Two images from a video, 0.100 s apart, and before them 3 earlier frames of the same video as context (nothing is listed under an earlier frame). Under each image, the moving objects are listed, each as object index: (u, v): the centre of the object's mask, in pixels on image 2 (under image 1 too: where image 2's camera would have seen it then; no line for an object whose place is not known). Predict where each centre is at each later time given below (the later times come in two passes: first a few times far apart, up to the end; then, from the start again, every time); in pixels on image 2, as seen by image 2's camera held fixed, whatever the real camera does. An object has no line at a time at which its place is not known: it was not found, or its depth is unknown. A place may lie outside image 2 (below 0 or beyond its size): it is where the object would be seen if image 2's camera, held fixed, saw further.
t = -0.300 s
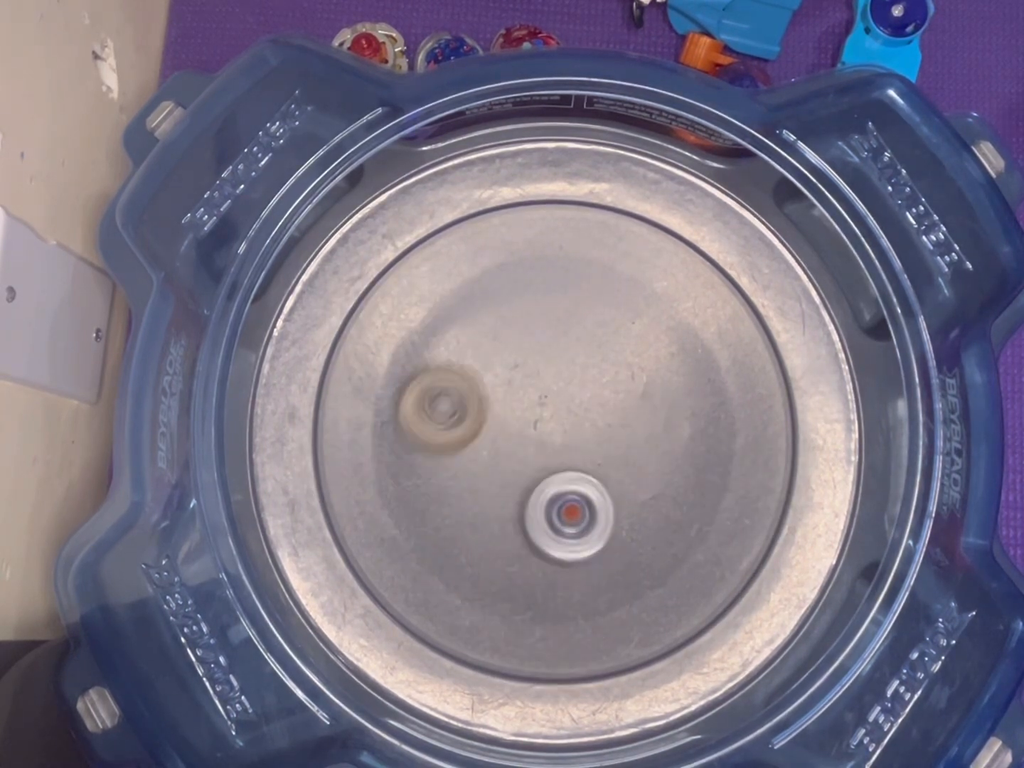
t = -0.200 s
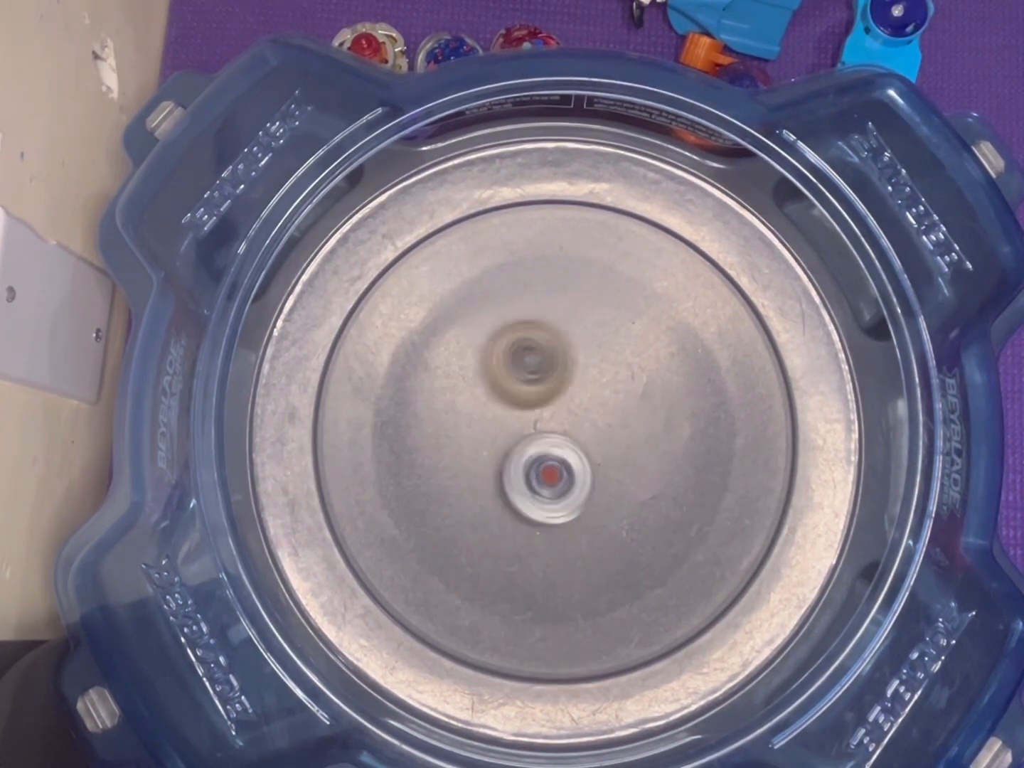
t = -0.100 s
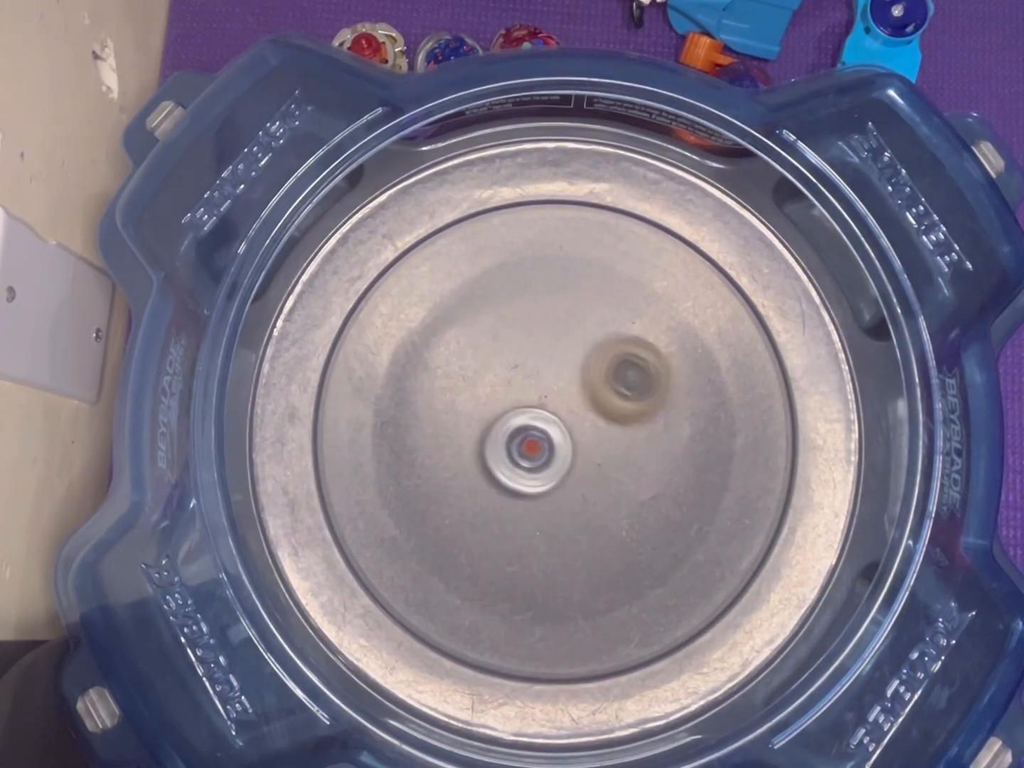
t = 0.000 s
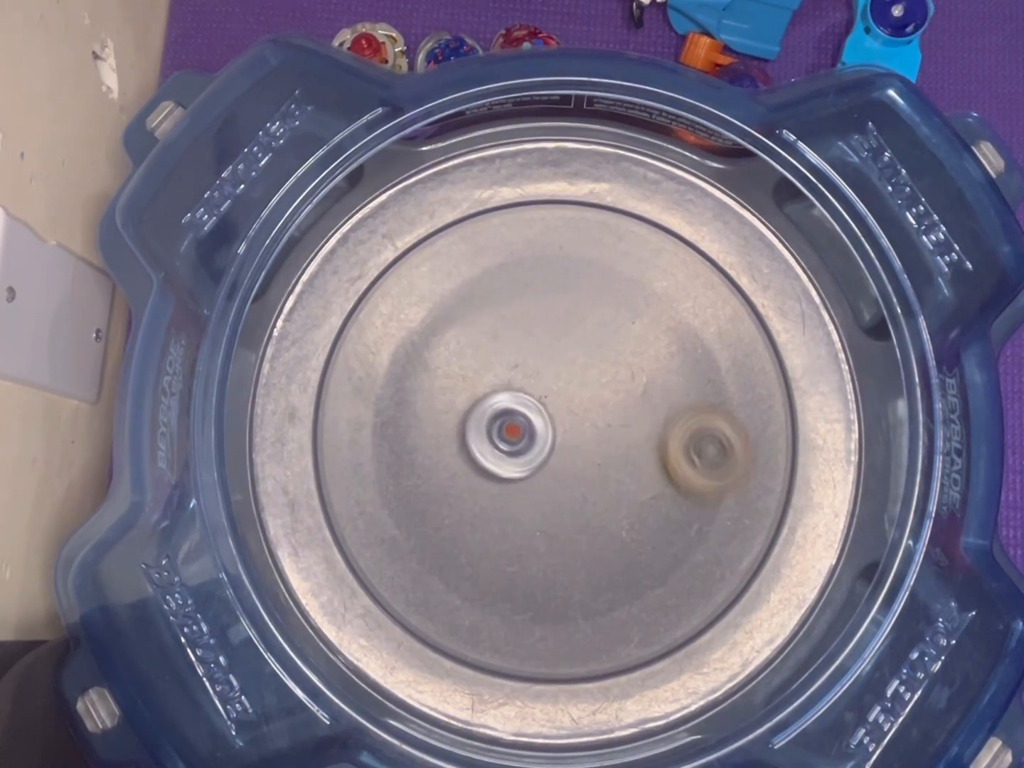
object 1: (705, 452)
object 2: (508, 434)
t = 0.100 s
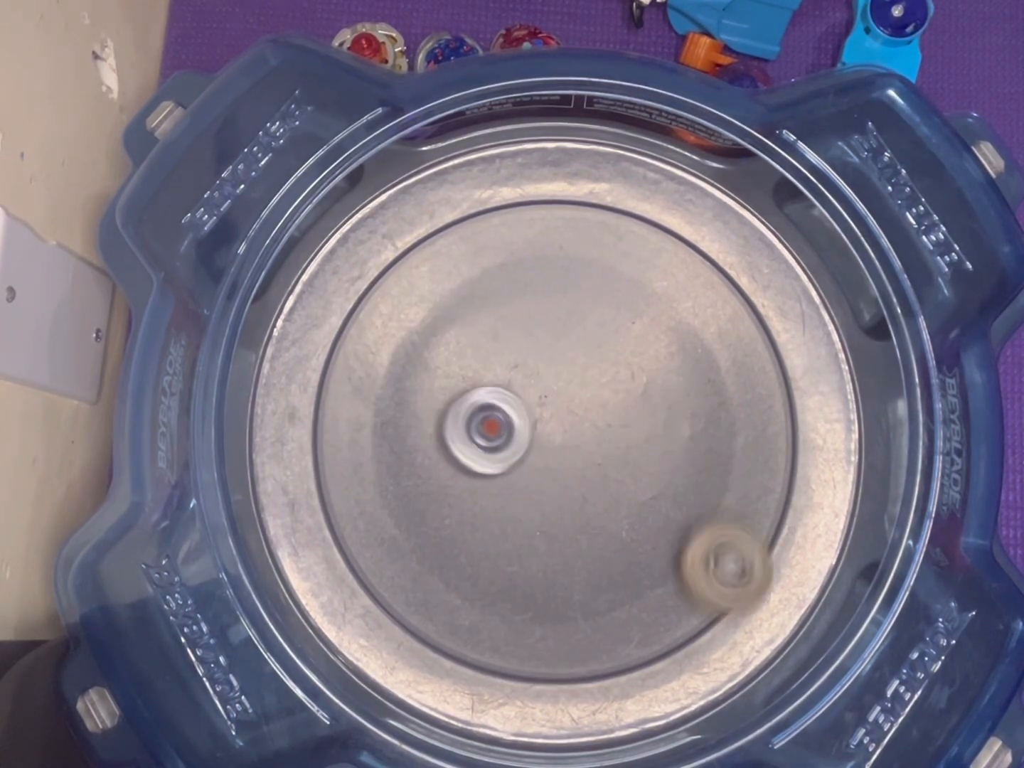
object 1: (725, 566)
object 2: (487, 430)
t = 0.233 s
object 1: (601, 658)
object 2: (465, 424)
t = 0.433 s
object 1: (396, 558)
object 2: (456, 422)
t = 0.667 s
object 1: (415, 323)
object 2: (559, 371)
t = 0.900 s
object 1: (567, 203)
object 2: (745, 425)
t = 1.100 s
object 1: (707, 341)
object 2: (762, 472)
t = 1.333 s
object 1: (562, 404)
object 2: (621, 602)
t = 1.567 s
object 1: (451, 333)
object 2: (436, 483)
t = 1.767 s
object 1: (542, 262)
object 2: (458, 419)
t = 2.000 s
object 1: (623, 449)
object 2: (518, 487)
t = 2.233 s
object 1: (773, 492)
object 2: (327, 625)
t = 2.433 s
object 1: (602, 597)
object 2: (383, 661)
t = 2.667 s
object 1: (433, 411)
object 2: (426, 694)
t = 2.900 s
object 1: (606, 232)
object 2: (483, 624)
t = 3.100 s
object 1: (758, 356)
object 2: (523, 515)
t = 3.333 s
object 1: (611, 571)
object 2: (542, 440)
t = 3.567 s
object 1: (362, 458)
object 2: (547, 405)
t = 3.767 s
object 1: (405, 266)
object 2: (539, 398)
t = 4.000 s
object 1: (621, 276)
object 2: (540, 396)
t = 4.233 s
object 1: (640, 542)
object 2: (547, 404)
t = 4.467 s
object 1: (403, 601)
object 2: (556, 425)
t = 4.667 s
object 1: (342, 412)
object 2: (556, 437)
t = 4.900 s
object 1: (553, 301)
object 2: (546, 439)
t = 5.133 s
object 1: (716, 484)
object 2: (540, 448)
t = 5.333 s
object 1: (610, 653)
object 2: (540, 453)
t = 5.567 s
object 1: (412, 543)
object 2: (539, 450)
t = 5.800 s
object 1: (495, 301)
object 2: (534, 437)
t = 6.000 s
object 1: (699, 313)
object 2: (529, 434)
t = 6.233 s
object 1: (734, 525)
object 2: (532, 428)
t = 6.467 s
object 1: (492, 571)
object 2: (543, 428)
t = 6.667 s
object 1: (391, 382)
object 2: (548, 422)
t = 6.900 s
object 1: (534, 231)
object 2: (557, 430)
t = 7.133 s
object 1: (689, 373)
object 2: (557, 438)
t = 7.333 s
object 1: (599, 558)
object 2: (557, 445)
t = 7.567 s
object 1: (390, 529)
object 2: (543, 450)
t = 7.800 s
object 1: (401, 344)
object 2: (535, 443)
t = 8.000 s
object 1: (593, 331)
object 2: (529, 432)
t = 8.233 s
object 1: (659, 539)
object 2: (539, 422)
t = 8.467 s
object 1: (477, 602)
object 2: (545, 422)
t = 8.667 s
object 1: (427, 422)
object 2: (561, 425)
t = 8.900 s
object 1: (614, 332)
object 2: (563, 437)
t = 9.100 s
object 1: (710, 476)
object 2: (560, 444)
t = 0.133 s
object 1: (716, 607)
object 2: (481, 427)
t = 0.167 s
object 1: (683, 633)
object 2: (475, 425)
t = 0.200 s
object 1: (641, 646)
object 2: (470, 424)
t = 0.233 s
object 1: (601, 658)
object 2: (465, 424)
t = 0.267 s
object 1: (557, 666)
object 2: (461, 427)
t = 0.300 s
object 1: (515, 666)
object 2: (457, 428)
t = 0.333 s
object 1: (477, 655)
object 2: (455, 427)
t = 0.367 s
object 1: (440, 632)
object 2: (453, 426)
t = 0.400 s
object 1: (414, 598)
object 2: (454, 423)
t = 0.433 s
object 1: (396, 558)
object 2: (456, 422)
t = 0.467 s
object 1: (386, 513)
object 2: (461, 424)
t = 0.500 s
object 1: (387, 469)
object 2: (468, 424)
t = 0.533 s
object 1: (374, 442)
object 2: (491, 410)
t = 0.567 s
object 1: (370, 411)
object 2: (512, 398)
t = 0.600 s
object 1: (375, 380)
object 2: (532, 387)
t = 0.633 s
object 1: (389, 351)
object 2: (546, 380)
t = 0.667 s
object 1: (415, 323)
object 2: (559, 371)
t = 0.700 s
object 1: (447, 303)
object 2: (570, 362)
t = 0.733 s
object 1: (487, 288)
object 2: (578, 353)
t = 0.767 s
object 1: (523, 276)
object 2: (591, 349)
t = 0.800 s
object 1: (528, 246)
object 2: (636, 372)
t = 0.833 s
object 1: (537, 224)
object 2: (678, 393)
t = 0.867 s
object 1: (550, 209)
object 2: (715, 410)
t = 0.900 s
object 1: (567, 203)
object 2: (745, 425)
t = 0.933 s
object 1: (588, 210)
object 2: (771, 436)
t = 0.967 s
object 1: (611, 223)
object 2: (789, 446)
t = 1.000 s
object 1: (637, 240)
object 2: (800, 458)
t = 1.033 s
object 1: (665, 267)
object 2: (794, 464)
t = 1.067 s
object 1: (690, 300)
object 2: (783, 468)
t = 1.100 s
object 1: (707, 341)
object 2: (762, 472)
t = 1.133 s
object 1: (716, 382)
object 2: (743, 474)
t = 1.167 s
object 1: (701, 384)
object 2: (735, 506)
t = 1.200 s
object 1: (675, 383)
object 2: (724, 543)
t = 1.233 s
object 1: (647, 390)
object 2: (708, 577)
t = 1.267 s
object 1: (620, 398)
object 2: (691, 601)
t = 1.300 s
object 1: (591, 402)
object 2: (660, 604)
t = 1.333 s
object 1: (562, 404)
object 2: (621, 602)
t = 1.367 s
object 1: (536, 402)
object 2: (588, 596)
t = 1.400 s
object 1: (512, 395)
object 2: (553, 584)
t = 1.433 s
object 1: (492, 387)
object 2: (519, 567)
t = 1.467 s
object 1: (477, 378)
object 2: (493, 549)
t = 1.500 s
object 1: (463, 364)
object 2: (468, 526)
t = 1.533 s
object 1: (454, 349)
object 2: (447, 503)
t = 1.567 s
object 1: (451, 333)
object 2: (436, 483)
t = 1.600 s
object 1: (452, 316)
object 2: (427, 460)
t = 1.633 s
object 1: (460, 299)
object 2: (423, 443)
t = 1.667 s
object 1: (474, 283)
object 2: (427, 429)
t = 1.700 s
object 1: (492, 269)
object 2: (435, 419)
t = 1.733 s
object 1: (515, 262)
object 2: (445, 418)
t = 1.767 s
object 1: (542, 262)
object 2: (458, 419)
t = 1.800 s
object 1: (568, 273)
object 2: (468, 424)
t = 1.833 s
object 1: (593, 295)
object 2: (482, 435)
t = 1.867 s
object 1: (610, 322)
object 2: (494, 445)
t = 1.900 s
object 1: (621, 356)
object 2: (503, 454)
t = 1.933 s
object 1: (623, 390)
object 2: (516, 465)
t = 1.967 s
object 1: (620, 424)
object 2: (524, 473)
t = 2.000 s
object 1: (623, 449)
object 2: (518, 487)
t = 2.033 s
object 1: (673, 451)
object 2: (462, 521)
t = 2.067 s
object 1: (722, 454)
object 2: (413, 551)
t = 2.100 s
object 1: (759, 459)
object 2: (371, 582)
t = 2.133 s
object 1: (785, 465)
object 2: (350, 596)
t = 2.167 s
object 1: (794, 473)
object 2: (337, 610)
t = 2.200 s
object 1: (786, 481)
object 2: (330, 616)
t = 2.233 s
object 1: (773, 492)
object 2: (327, 625)
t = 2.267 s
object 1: (754, 506)
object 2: (331, 633)
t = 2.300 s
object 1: (731, 523)
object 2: (338, 639)
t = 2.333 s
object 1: (705, 545)
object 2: (350, 647)
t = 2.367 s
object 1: (675, 567)
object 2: (359, 652)
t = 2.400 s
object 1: (640, 585)
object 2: (373, 658)
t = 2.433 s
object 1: (602, 597)
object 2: (383, 661)
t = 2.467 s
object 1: (562, 602)
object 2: (396, 662)
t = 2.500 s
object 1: (522, 597)
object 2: (411, 659)
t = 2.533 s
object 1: (482, 581)
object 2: (422, 655)
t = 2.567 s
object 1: (456, 544)
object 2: (425, 665)
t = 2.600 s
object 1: (441, 495)
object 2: (421, 683)
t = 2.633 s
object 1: (433, 452)
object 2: (423, 689)
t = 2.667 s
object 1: (433, 411)
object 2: (426, 694)
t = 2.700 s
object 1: (438, 372)
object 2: (434, 692)
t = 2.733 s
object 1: (453, 335)
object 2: (441, 689)
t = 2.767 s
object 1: (474, 303)
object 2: (450, 678)
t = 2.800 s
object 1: (502, 274)
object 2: (457, 668)
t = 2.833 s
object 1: (535, 252)
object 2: (464, 655)
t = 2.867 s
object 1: (571, 238)
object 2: (473, 641)
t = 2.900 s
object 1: (606, 232)
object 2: (483, 624)
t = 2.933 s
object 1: (639, 233)
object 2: (491, 604)
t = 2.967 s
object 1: (674, 242)
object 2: (498, 586)
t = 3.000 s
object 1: (706, 259)
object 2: (506, 567)
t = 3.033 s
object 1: (729, 287)
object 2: (511, 548)
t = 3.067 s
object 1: (749, 320)
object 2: (519, 531)
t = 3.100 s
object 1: (758, 356)
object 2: (523, 515)
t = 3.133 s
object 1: (762, 393)
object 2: (528, 500)
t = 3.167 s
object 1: (757, 432)
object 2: (530, 486)
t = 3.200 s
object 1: (743, 468)
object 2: (534, 474)
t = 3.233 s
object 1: (718, 501)
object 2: (536, 464)
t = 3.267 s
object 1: (687, 531)
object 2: (538, 455)
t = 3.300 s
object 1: (652, 554)
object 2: (540, 448)
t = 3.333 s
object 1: (611, 571)
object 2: (542, 440)
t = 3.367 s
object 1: (568, 578)
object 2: (544, 434)
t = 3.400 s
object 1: (525, 578)
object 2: (546, 426)
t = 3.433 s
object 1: (482, 565)
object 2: (547, 422)
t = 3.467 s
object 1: (444, 549)
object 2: (547, 416)
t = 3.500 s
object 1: (410, 523)
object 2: (548, 412)
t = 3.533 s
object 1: (385, 494)
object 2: (547, 407)
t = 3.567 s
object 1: (362, 458)
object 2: (547, 405)
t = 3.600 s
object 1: (346, 423)
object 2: (545, 403)
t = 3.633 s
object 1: (340, 387)
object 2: (544, 402)
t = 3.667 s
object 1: (338, 351)
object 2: (542, 402)
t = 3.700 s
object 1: (352, 318)
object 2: (541, 400)
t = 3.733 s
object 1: (379, 292)
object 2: (540, 401)
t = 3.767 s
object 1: (405, 266)
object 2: (539, 398)
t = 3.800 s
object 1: (432, 246)
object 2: (538, 398)
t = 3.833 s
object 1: (461, 234)
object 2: (536, 396)
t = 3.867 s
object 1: (496, 227)
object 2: (538, 395)
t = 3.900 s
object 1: (529, 229)
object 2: (537, 395)
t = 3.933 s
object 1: (563, 238)
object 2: (539, 395)
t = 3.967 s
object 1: (593, 253)
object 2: (539, 396)
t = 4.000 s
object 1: (621, 276)
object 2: (540, 396)
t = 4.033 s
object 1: (646, 306)
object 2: (540, 397)
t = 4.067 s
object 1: (666, 342)
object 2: (540, 397)
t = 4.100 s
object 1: (678, 381)
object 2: (541, 398)
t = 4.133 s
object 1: (679, 423)
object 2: (540, 399)
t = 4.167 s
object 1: (674, 465)
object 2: (543, 400)
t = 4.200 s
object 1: (661, 505)
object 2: (544, 402)
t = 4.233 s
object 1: (640, 542)
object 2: (547, 404)
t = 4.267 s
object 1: (613, 572)
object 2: (548, 409)
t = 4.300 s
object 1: (581, 595)
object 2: (550, 411)
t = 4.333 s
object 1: (546, 610)
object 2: (552, 414)
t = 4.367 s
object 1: (509, 620)
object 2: (553, 417)
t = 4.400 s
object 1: (472, 620)
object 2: (554, 419)
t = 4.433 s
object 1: (434, 614)
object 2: (555, 423)
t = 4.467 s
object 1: (403, 601)
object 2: (556, 425)
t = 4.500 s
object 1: (371, 581)
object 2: (558, 429)
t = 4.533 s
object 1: (348, 552)
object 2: (557, 431)
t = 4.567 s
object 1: (337, 514)
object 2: (559, 433)
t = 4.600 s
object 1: (330, 478)
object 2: (557, 435)
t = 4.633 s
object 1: (333, 445)
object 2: (556, 435)
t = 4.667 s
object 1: (342, 412)
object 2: (556, 437)
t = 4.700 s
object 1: (360, 382)
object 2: (554, 437)
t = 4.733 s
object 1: (380, 356)
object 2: (554, 437)
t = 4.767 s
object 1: (407, 333)
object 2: (551, 437)
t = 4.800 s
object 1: (437, 316)
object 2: (550, 437)
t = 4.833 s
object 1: (475, 304)
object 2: (548, 438)
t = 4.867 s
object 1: (514, 298)
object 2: (547, 438)
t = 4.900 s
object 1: (553, 301)
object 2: (546, 439)
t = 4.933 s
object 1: (589, 312)
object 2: (544, 440)
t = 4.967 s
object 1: (622, 329)
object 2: (543, 440)
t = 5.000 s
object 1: (654, 354)
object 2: (542, 442)
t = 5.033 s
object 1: (679, 382)
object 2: (541, 443)
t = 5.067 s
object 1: (698, 413)
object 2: (542, 444)
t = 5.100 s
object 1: (711, 447)
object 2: (540, 447)
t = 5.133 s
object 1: (716, 484)
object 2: (540, 448)
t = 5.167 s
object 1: (715, 524)
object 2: (539, 450)
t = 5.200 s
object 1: (707, 557)
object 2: (539, 450)
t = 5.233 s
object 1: (691, 592)
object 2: (539, 451)
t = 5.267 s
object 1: (669, 619)
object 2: (539, 452)
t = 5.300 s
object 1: (641, 640)
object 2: (540, 451)
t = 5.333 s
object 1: (610, 653)
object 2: (540, 453)
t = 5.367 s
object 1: (574, 659)
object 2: (540, 453)
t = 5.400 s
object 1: (539, 656)
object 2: (540, 452)
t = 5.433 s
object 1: (507, 647)
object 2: (540, 453)
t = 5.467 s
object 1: (476, 630)
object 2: (539, 453)
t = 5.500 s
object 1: (450, 607)
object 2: (540, 453)
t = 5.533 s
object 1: (427, 578)
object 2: (539, 452)
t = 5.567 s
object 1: (412, 543)
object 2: (539, 450)
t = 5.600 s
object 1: (402, 507)
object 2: (540, 449)
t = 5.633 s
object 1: (399, 466)
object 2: (539, 448)
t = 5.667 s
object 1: (404, 425)
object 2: (539, 445)
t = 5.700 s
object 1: (418, 388)
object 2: (538, 444)
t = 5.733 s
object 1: (437, 354)
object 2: (536, 441)
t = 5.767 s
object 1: (463, 325)
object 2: (535, 438)
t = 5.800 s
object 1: (495, 301)
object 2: (534, 437)
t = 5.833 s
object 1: (530, 286)
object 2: (533, 434)
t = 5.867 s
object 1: (566, 277)
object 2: (533, 435)
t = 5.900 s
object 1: (603, 275)
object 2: (532, 436)
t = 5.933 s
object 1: (636, 281)
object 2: (531, 434)
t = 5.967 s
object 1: (671, 294)
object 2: (531, 435)
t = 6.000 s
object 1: (699, 313)
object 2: (529, 434)
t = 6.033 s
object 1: (724, 336)
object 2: (529, 431)
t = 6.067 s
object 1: (743, 365)
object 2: (529, 432)
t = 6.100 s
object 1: (755, 395)
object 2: (528, 432)
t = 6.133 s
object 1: (761, 427)
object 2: (529, 431)
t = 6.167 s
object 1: (760, 460)
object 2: (530, 431)
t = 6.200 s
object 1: (751, 493)
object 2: (530, 430)
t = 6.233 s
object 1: (734, 525)
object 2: (532, 428)
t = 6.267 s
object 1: (709, 553)
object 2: (534, 428)
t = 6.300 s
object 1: (680, 575)
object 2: (535, 427)
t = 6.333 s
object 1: (643, 589)
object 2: (540, 425)
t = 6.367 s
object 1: (605, 597)
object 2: (541, 426)
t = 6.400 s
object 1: (565, 596)
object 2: (541, 427)
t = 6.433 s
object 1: (527, 586)
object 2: (543, 426)
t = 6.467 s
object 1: (492, 571)
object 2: (543, 428)
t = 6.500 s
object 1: (460, 548)
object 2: (541, 427)
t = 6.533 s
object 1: (433, 520)
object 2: (542, 426)
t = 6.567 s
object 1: (412, 490)
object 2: (544, 426)
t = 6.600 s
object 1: (398, 454)
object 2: (544, 424)
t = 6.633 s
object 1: (391, 418)
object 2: (546, 422)
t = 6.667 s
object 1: (391, 382)
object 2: (548, 422)
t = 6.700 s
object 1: (397, 348)
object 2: (548, 422)
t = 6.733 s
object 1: (409, 316)
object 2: (549, 421)
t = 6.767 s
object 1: (427, 288)
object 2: (551, 422)
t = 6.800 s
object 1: (449, 264)
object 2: (552, 424)
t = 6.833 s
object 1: (475, 247)
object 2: (553, 425)
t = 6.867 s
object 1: (502, 235)
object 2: (556, 428)
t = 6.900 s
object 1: (534, 231)
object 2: (557, 430)
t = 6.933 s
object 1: (565, 233)
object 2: (557, 431)
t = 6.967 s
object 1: (594, 242)
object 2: (558, 432)
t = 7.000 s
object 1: (621, 257)
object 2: (558, 433)
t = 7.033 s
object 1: (646, 279)
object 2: (557, 434)
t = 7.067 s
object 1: (666, 308)
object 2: (558, 435)
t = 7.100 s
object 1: (681, 340)
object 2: (557, 437)
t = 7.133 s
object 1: (689, 373)
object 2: (557, 438)
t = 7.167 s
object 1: (689, 409)
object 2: (558, 439)
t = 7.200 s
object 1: (684, 445)
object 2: (559, 441)
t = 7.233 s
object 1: (670, 480)
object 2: (558, 442)
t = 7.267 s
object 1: (653, 511)
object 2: (559, 443)
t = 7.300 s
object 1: (628, 536)
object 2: (559, 445)
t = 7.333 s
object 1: (599, 558)
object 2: (557, 445)
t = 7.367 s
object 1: (569, 574)
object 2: (556, 446)
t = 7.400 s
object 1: (537, 583)
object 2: (555, 447)
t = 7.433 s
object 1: (504, 584)
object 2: (553, 449)
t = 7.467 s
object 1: (472, 580)
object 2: (550, 449)
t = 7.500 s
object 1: (440, 568)
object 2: (548, 449)
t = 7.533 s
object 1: (412, 550)
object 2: (545, 450)
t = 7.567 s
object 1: (390, 529)
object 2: (543, 450)
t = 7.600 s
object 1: (374, 504)
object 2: (541, 447)
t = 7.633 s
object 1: (362, 475)
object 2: (540, 447)
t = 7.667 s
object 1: (358, 447)
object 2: (539, 446)
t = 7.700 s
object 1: (361, 418)
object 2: (537, 445)
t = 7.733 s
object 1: (369, 389)
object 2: (538, 443)
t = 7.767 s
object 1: (384, 365)
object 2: (537, 443)
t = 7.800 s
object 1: (401, 344)
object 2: (535, 443)
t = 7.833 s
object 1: (428, 325)
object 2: (534, 442)
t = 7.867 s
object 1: (458, 311)
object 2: (534, 442)
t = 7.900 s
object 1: (492, 304)
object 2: (531, 442)
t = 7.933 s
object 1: (526, 305)
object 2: (528, 439)
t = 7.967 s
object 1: (561, 314)
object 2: (529, 434)
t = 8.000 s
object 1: (593, 331)
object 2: (529, 432)
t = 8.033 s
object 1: (620, 354)
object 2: (528, 430)
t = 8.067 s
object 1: (643, 382)
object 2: (529, 425)
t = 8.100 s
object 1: (659, 413)
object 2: (532, 423)
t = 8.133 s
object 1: (668, 446)
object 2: (533, 424)
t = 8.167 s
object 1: (672, 479)
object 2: (533, 423)
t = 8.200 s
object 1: (668, 509)
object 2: (535, 421)
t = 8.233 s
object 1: (659, 539)
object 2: (539, 422)
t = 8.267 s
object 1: (642, 566)
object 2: (540, 424)
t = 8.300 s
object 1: (622, 590)
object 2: (540, 424)
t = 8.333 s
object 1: (596, 606)
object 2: (541, 423)
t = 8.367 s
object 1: (565, 618)
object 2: (545, 424)
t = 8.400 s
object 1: (536, 620)
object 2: (545, 425)
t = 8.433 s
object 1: (505, 614)
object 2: (544, 424)
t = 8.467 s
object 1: (477, 602)
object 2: (545, 422)
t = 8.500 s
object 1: (451, 581)
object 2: (548, 422)
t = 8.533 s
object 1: (432, 555)
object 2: (550, 422)
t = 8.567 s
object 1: (419, 522)
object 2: (552, 421)
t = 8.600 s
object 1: (414, 488)
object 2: (554, 421)
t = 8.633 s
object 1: (416, 456)
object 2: (559, 422)
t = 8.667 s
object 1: (427, 422)
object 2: (561, 425)
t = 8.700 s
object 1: (443, 393)
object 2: (561, 427)
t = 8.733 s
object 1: (464, 370)
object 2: (562, 427)
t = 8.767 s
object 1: (491, 349)
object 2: (564, 430)
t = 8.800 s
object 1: (519, 336)
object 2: (565, 432)
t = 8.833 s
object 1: (551, 328)
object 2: (564, 434)
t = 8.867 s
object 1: (583, 327)
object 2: (564, 435)
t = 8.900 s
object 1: (614, 332)
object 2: (563, 437)
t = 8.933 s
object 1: (644, 344)
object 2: (563, 440)
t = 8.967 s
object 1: (670, 363)
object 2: (561, 442)
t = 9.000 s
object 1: (690, 384)
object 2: (560, 441)
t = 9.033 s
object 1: (705, 413)
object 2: (558, 441)
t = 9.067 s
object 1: (712, 443)
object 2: (560, 442)
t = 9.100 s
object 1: (710, 476)
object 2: (560, 444)
